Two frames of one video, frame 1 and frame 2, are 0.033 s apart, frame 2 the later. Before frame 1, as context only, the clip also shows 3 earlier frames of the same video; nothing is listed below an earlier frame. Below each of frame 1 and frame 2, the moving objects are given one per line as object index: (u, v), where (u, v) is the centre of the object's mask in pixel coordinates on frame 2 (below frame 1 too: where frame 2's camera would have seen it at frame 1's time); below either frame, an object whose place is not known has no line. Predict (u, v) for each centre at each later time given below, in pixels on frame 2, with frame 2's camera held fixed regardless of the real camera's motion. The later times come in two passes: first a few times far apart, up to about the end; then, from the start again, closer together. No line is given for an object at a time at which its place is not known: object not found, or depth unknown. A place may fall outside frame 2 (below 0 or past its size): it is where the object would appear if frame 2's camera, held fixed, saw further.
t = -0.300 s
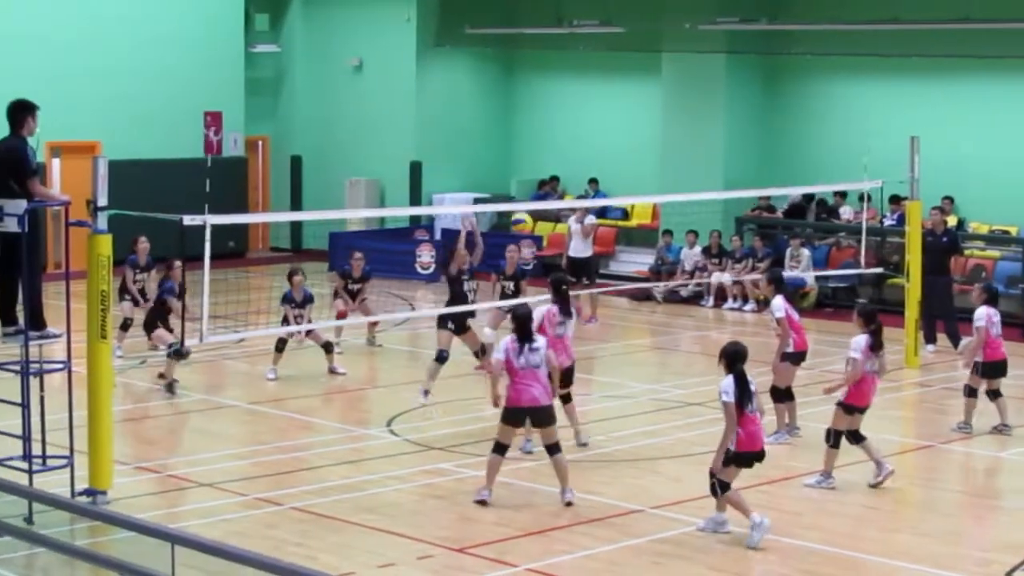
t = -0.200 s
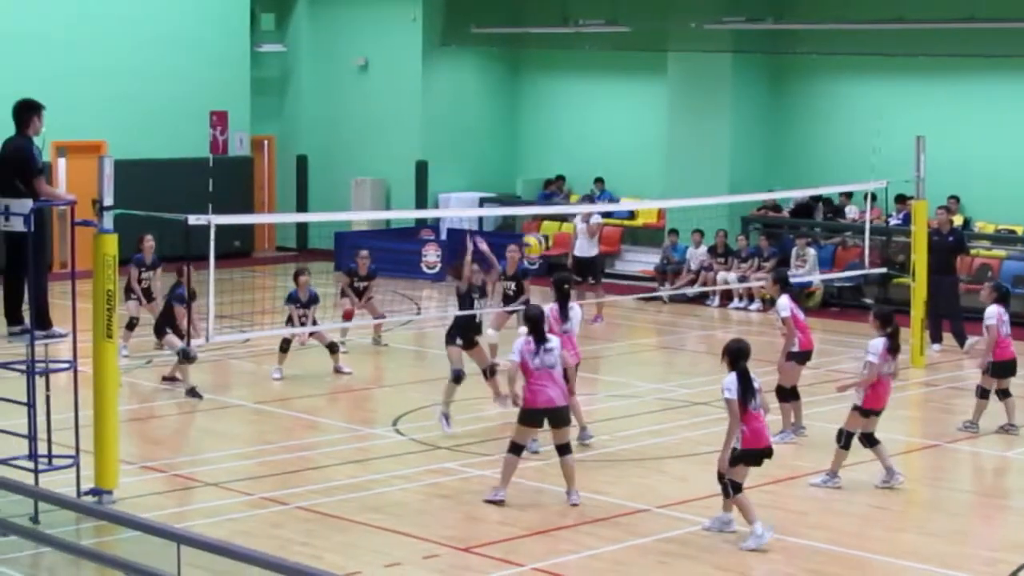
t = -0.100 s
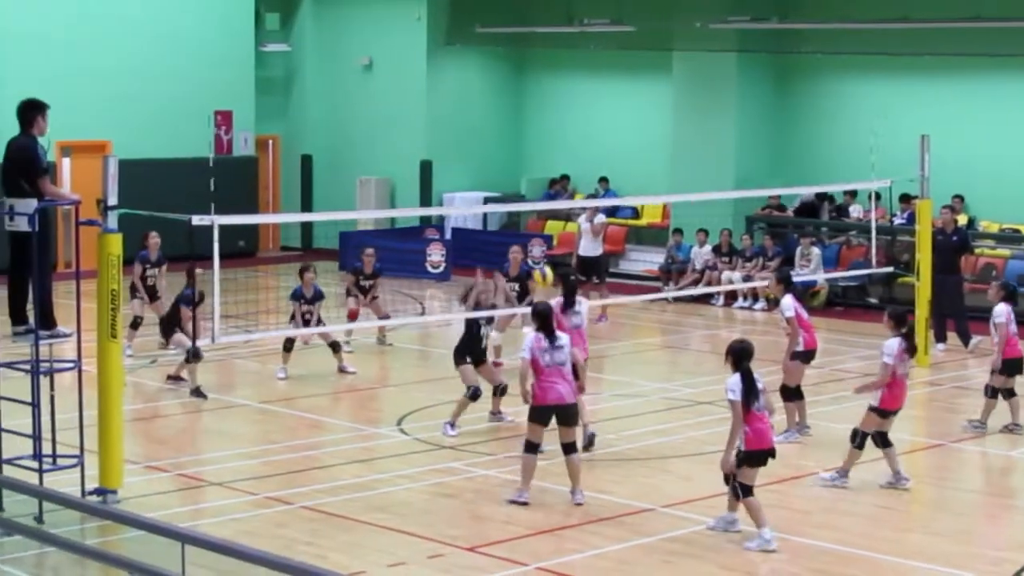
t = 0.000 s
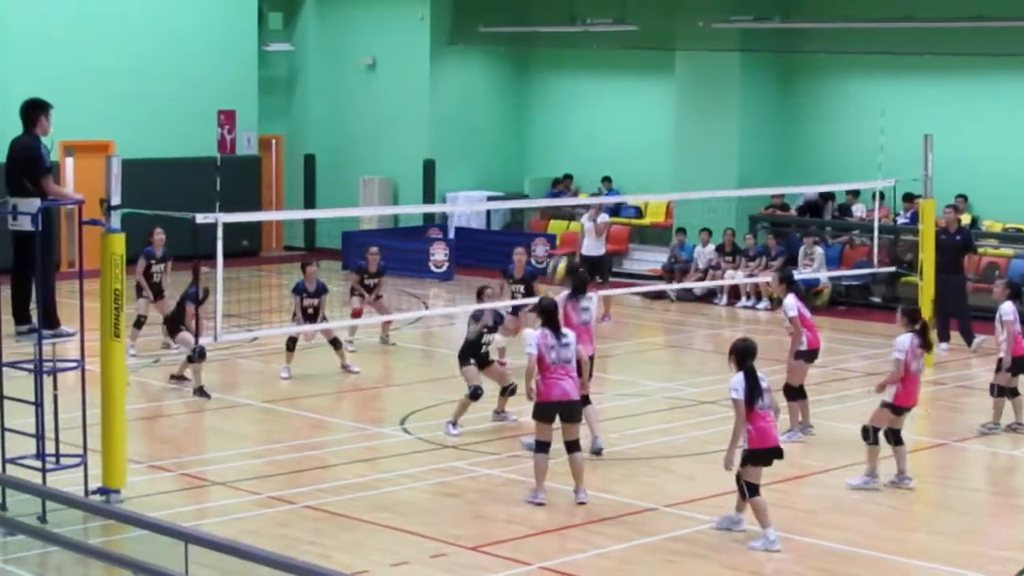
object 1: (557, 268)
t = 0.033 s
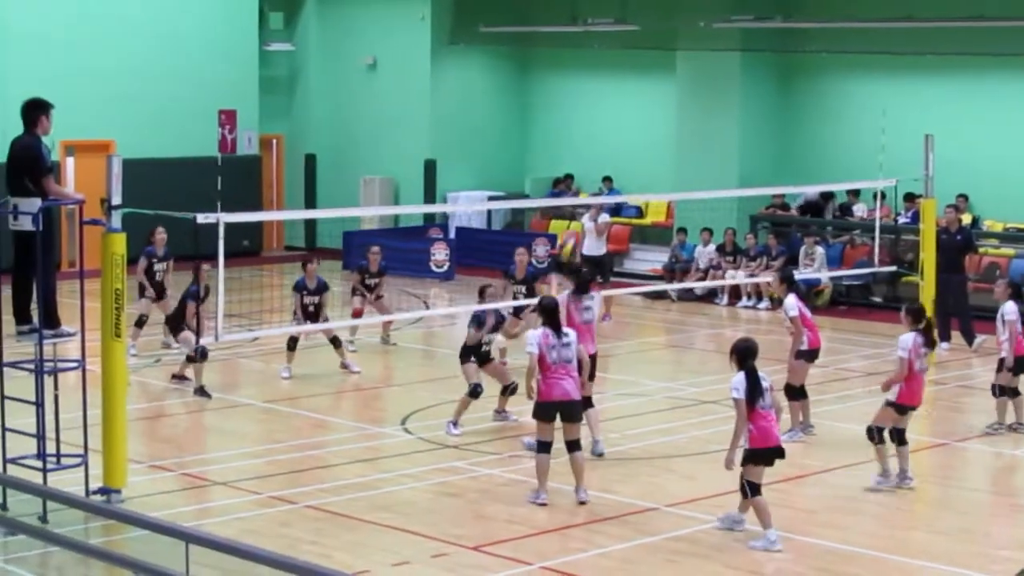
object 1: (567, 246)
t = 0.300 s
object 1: (629, 108)
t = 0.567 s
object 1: (687, 43)
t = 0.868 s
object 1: (754, 68)
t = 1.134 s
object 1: (810, 179)
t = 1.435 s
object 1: (868, 400)
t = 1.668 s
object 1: (905, 388)
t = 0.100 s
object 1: (582, 205)
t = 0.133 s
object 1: (589, 187)
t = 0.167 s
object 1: (599, 167)
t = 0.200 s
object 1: (605, 152)
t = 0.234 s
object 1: (614, 135)
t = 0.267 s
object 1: (622, 120)
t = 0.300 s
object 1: (629, 108)
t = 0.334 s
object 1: (636, 96)
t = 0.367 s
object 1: (643, 84)
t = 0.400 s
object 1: (650, 74)
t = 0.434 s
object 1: (657, 66)
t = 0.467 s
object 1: (664, 59)
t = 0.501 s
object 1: (672, 53)
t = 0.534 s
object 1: (680, 47)
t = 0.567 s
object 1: (687, 43)
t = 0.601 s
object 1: (694, 42)
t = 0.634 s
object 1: (701, 40)
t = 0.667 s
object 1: (709, 40)
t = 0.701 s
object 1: (717, 42)
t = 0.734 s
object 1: (725, 44)
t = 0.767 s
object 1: (732, 48)
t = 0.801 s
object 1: (740, 54)
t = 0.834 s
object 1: (747, 61)
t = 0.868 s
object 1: (754, 68)
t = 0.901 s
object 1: (761, 78)
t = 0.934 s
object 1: (768, 89)
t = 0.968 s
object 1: (775, 100)
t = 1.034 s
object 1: (789, 128)
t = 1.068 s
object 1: (796, 143)
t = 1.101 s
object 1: (803, 161)
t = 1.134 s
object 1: (810, 179)
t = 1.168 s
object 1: (817, 203)
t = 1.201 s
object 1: (824, 219)
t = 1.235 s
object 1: (830, 241)
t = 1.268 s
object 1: (837, 262)
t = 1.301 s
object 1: (844, 291)
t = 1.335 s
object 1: (849, 314)
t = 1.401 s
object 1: (861, 371)
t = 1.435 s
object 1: (868, 400)
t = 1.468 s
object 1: (874, 430)
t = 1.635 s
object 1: (899, 409)
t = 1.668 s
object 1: (905, 388)
